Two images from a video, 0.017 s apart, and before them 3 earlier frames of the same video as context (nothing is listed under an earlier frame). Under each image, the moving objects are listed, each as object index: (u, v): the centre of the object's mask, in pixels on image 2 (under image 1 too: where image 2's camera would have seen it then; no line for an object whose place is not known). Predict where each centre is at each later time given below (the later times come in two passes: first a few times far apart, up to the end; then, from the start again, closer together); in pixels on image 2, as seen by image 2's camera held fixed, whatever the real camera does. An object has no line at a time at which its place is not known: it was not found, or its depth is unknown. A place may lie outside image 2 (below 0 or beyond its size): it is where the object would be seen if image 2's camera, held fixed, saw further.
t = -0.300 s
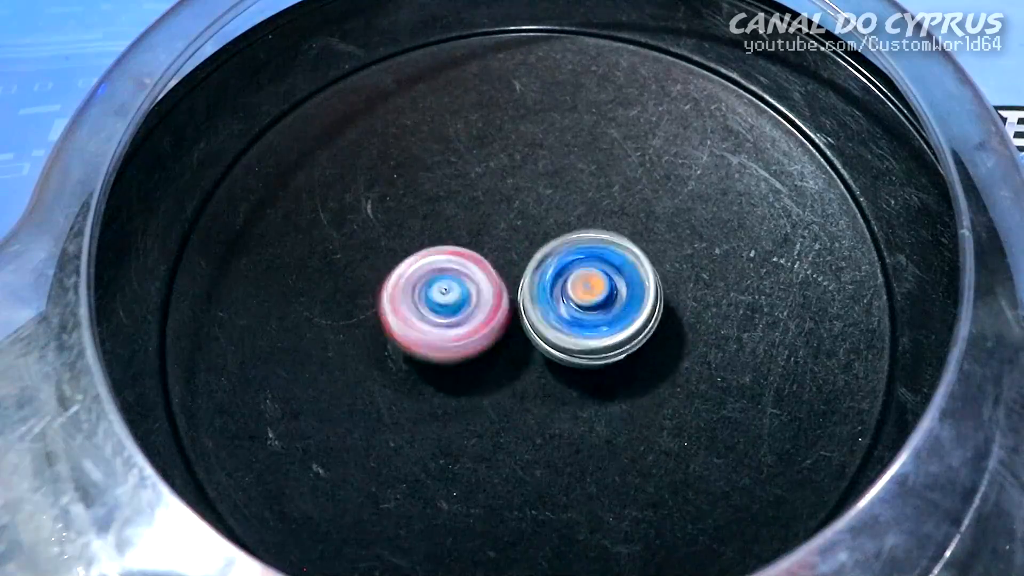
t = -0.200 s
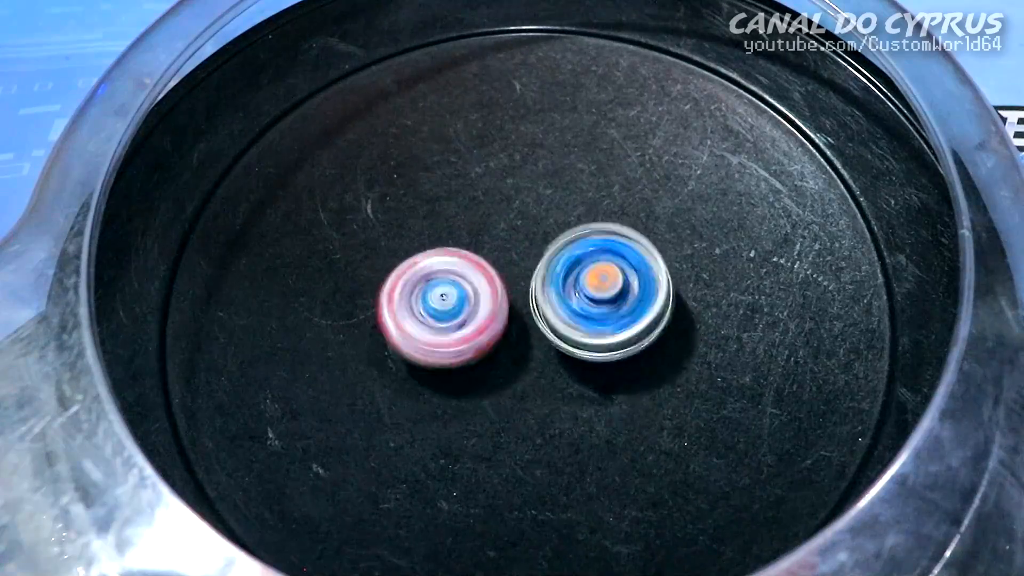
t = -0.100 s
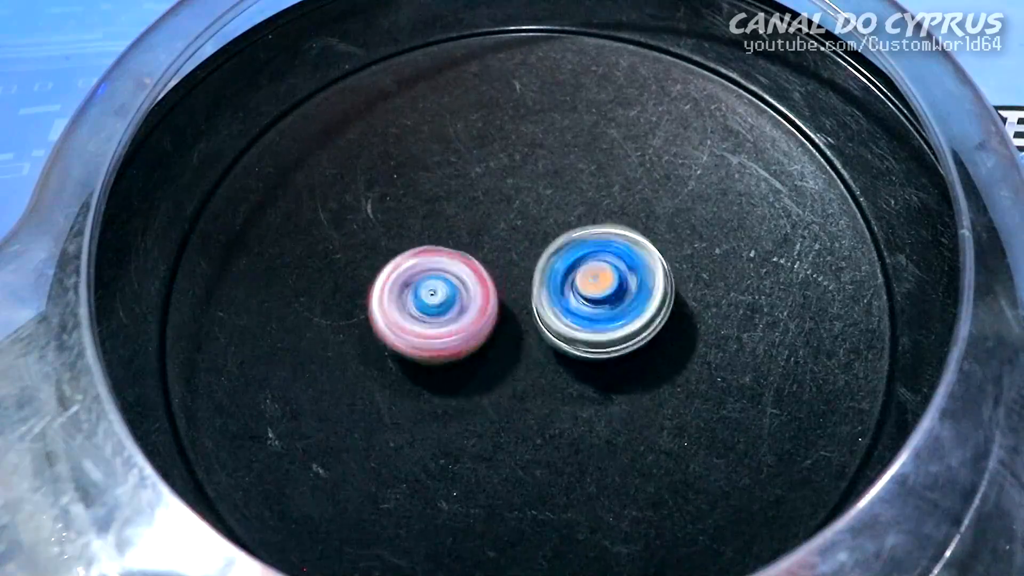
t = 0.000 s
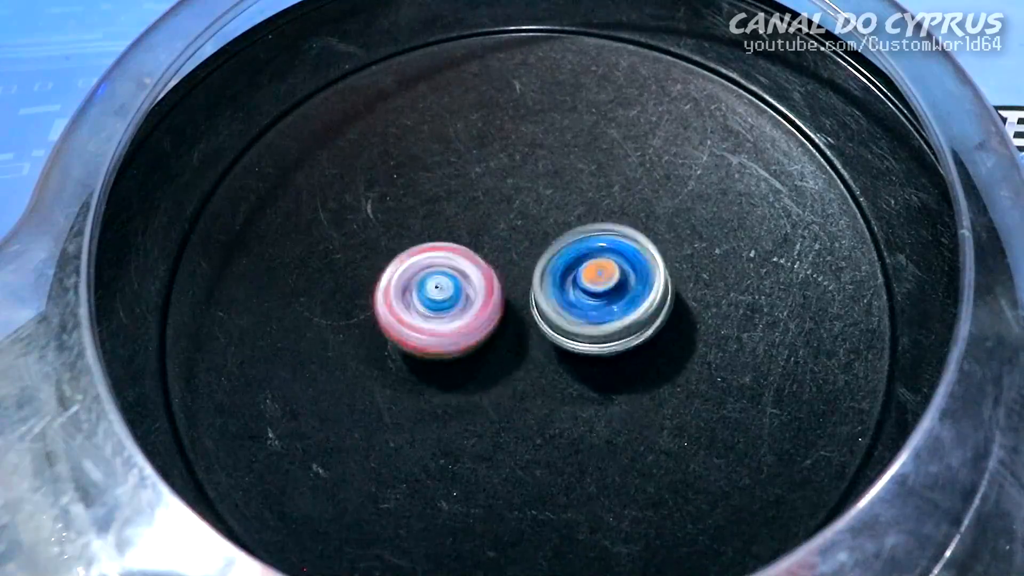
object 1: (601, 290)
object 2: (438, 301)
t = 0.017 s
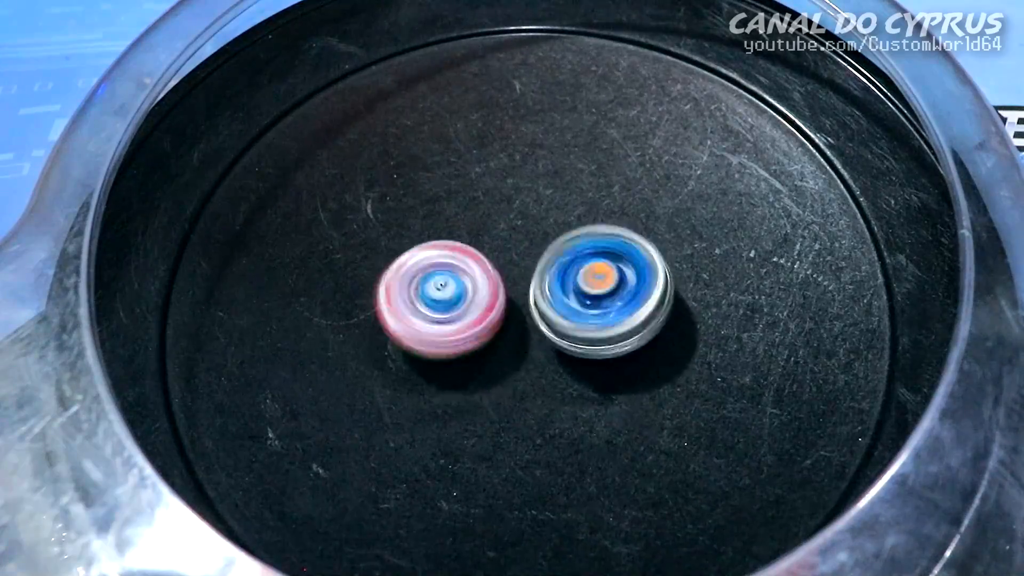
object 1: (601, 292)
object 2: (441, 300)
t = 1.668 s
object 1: (630, 235)
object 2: (439, 336)
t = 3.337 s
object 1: (580, 206)
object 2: (492, 381)
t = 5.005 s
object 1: (525, 266)
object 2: (563, 386)
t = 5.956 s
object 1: (537, 253)
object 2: (516, 376)
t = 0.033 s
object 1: (599, 291)
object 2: (443, 299)
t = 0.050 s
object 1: (599, 289)
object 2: (447, 300)
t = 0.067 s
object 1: (599, 290)
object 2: (451, 300)
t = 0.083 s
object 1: (598, 292)
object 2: (454, 300)
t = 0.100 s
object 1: (596, 291)
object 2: (457, 300)
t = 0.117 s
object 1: (598, 289)
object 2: (456, 303)
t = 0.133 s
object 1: (612, 287)
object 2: (438, 303)
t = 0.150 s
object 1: (623, 287)
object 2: (419, 305)
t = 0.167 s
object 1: (633, 287)
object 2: (406, 307)
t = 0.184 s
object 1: (641, 286)
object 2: (397, 306)
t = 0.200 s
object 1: (645, 286)
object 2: (389, 305)
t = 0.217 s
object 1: (648, 289)
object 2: (383, 304)
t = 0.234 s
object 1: (647, 289)
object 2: (376, 302)
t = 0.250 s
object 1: (646, 288)
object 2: (369, 300)
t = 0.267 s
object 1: (645, 288)
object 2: (364, 299)
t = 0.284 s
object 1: (644, 289)
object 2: (359, 296)
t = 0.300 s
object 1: (642, 287)
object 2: (355, 293)
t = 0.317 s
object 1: (641, 284)
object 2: (351, 289)
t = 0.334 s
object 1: (641, 284)
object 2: (351, 286)
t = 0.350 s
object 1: (640, 285)
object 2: (351, 283)
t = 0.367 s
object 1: (639, 284)
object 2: (352, 280)
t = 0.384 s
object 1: (638, 282)
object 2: (354, 277)
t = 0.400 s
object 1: (637, 281)
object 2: (358, 275)
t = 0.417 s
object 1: (637, 283)
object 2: (362, 275)
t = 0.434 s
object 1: (635, 282)
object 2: (367, 272)
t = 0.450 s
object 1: (634, 280)
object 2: (373, 271)
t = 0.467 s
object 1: (633, 279)
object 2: (378, 272)
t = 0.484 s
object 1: (633, 280)
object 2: (386, 272)
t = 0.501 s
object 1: (631, 280)
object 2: (395, 272)
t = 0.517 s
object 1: (630, 277)
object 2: (402, 274)
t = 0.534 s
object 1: (629, 277)
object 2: (407, 275)
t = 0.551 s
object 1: (629, 278)
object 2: (416, 278)
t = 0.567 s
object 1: (627, 278)
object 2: (425, 281)
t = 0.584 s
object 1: (625, 275)
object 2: (432, 283)
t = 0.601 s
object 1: (625, 274)
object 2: (441, 285)
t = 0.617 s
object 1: (625, 275)
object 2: (448, 288)
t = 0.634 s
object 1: (622, 275)
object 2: (454, 292)
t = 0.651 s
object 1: (621, 272)
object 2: (464, 294)
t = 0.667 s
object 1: (621, 272)
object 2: (473, 297)
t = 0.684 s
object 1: (620, 272)
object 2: (478, 300)
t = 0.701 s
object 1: (618, 272)
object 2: (484, 302)
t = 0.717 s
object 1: (618, 270)
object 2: (490, 306)
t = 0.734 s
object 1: (622, 268)
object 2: (494, 310)
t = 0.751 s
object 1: (624, 266)
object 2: (498, 314)
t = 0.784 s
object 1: (630, 266)
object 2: (502, 327)
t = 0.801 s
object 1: (637, 264)
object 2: (500, 333)
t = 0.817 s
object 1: (640, 264)
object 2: (501, 339)
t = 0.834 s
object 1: (641, 265)
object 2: (501, 345)
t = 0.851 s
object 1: (640, 266)
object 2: (501, 350)
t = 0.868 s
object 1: (640, 266)
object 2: (501, 357)
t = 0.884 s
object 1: (639, 265)
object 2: (501, 363)
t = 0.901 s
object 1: (638, 265)
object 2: (499, 367)
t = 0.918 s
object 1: (637, 264)
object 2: (499, 373)
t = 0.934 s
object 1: (637, 262)
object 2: (497, 378)
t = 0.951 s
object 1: (636, 261)
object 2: (496, 383)
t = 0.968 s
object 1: (636, 261)
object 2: (495, 387)
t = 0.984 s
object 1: (635, 261)
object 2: (491, 392)
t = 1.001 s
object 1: (635, 260)
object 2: (488, 395)
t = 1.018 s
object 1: (634, 258)
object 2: (485, 398)
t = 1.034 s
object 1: (634, 258)
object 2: (482, 399)
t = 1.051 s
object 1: (634, 260)
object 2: (480, 399)
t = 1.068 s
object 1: (632, 258)
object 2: (477, 400)
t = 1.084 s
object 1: (631, 256)
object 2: (476, 400)
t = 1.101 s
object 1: (631, 256)
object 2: (474, 399)
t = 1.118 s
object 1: (632, 257)
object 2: (473, 397)
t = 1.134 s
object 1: (630, 258)
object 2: (471, 395)
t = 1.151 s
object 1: (628, 256)
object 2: (470, 393)
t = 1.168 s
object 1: (628, 255)
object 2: (471, 390)
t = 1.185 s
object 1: (628, 256)
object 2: (472, 386)
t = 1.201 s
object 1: (627, 257)
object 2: (472, 382)
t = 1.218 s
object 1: (625, 256)
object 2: (474, 378)
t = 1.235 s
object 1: (625, 255)
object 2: (478, 373)
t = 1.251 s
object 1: (625, 255)
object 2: (481, 369)
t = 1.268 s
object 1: (625, 255)
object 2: (486, 365)
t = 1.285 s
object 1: (623, 255)
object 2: (489, 361)
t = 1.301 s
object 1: (622, 253)
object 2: (494, 357)
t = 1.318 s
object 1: (622, 254)
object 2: (499, 354)
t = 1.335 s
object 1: (622, 254)
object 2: (504, 351)
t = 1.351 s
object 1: (620, 254)
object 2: (510, 346)
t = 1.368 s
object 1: (619, 253)
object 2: (516, 343)
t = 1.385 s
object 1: (619, 252)
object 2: (520, 340)
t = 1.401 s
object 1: (620, 253)
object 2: (524, 339)
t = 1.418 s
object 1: (626, 247)
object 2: (517, 345)
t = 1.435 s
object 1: (632, 243)
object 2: (507, 351)
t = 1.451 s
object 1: (638, 239)
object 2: (500, 355)
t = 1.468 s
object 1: (641, 237)
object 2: (493, 357)
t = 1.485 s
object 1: (644, 237)
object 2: (487, 359)
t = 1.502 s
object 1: (643, 238)
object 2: (482, 360)
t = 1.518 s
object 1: (642, 237)
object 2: (475, 360)
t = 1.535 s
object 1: (643, 237)
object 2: (469, 360)
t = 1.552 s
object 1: (641, 237)
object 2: (463, 359)
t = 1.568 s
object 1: (639, 238)
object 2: (458, 358)
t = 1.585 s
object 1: (636, 238)
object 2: (453, 355)
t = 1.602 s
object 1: (635, 236)
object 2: (448, 352)
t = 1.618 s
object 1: (635, 236)
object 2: (443, 348)
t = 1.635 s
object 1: (633, 236)
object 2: (441, 345)
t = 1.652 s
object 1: (631, 236)
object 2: (439, 340)
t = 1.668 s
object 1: (630, 235)
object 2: (439, 336)
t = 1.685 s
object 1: (630, 233)
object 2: (438, 330)
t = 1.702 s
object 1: (629, 233)
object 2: (439, 326)
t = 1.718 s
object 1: (629, 233)
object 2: (441, 322)
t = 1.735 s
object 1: (628, 233)
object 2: (444, 317)
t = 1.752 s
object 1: (627, 232)
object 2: (448, 313)
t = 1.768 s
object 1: (626, 231)
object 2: (452, 308)
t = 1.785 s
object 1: (626, 231)
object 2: (457, 305)
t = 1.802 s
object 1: (625, 231)
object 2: (462, 302)
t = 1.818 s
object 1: (624, 230)
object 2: (468, 299)
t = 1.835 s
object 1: (623, 228)
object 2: (474, 297)
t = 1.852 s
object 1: (622, 228)
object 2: (480, 295)
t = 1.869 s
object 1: (622, 229)
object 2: (486, 293)
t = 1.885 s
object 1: (621, 229)
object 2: (492, 293)
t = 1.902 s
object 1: (620, 227)
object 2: (498, 292)
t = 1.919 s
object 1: (620, 227)
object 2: (503, 292)
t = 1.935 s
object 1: (627, 225)
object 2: (499, 294)
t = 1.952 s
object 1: (632, 226)
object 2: (497, 295)
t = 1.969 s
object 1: (634, 226)
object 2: (495, 295)
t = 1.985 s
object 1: (635, 227)
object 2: (494, 297)
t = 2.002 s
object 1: (634, 229)
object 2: (492, 297)
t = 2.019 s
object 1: (631, 231)
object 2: (490, 298)
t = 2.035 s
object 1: (629, 233)
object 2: (489, 299)
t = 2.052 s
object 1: (624, 232)
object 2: (487, 300)
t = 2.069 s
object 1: (621, 230)
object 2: (486, 301)
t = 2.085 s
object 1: (620, 231)
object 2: (485, 301)
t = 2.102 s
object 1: (619, 231)
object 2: (484, 301)
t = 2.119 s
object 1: (618, 231)
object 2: (483, 303)
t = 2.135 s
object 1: (615, 230)
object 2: (482, 303)
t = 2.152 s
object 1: (615, 227)
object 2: (482, 304)
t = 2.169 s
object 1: (615, 227)
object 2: (481, 304)
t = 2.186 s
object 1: (617, 228)
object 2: (480, 305)
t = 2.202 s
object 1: (616, 228)
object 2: (480, 306)
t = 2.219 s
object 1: (614, 228)
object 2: (480, 306)
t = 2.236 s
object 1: (614, 226)
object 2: (480, 307)
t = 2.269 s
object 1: (614, 227)
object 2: (480, 309)
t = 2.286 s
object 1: (613, 227)
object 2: (481, 310)
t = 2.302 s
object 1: (612, 226)
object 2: (482, 310)
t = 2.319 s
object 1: (613, 225)
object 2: (483, 311)
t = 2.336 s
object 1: (612, 226)
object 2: (483, 311)
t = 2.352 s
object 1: (613, 227)
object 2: (483, 313)
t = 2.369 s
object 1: (611, 227)
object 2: (485, 314)
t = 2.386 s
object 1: (610, 226)
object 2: (486, 314)
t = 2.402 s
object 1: (611, 225)
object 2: (488, 315)
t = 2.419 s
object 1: (610, 225)
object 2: (489, 316)
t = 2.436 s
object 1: (610, 226)
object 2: (490, 318)
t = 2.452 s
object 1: (608, 226)
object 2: (492, 319)
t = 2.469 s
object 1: (607, 225)
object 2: (494, 319)
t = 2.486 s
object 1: (607, 225)
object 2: (495, 320)
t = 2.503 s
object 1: (607, 225)
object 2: (497, 320)
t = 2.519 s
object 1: (606, 227)
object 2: (500, 323)
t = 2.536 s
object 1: (604, 227)
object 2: (502, 324)
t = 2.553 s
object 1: (602, 226)
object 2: (505, 324)
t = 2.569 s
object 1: (603, 226)
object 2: (507, 326)
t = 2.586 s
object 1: (602, 226)
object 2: (508, 327)
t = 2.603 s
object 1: (600, 228)
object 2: (511, 330)
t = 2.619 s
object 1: (598, 228)
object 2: (513, 331)
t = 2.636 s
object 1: (597, 227)
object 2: (514, 331)
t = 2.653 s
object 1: (596, 226)
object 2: (517, 332)
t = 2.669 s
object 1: (595, 227)
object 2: (517, 334)
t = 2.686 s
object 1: (594, 227)
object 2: (520, 336)
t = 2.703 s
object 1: (593, 226)
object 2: (522, 337)
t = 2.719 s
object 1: (591, 225)
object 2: (523, 338)
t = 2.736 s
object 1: (590, 225)
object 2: (524, 340)
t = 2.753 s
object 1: (590, 225)
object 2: (526, 342)
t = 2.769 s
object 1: (589, 225)
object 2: (528, 344)
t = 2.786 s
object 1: (587, 224)
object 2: (529, 344)
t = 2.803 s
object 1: (586, 222)
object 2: (529, 345)
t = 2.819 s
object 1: (585, 221)
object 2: (530, 347)
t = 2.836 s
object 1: (585, 222)
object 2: (529, 349)
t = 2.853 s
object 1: (585, 222)
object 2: (530, 350)
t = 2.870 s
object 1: (582, 221)
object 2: (530, 349)
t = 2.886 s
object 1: (581, 220)
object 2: (530, 349)
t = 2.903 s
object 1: (581, 219)
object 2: (530, 350)
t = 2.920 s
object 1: (581, 220)
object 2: (529, 351)
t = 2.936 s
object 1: (580, 220)
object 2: (529, 351)
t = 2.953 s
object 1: (578, 219)
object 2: (528, 349)
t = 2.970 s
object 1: (578, 218)
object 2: (528, 348)
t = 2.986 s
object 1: (578, 218)
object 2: (526, 348)
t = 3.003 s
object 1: (578, 218)
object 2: (525, 347)
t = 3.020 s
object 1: (578, 219)
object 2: (525, 345)
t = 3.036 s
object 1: (576, 218)
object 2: (525, 343)
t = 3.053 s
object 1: (576, 217)
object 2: (524, 340)
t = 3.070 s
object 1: (577, 218)
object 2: (524, 338)
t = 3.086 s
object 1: (577, 218)
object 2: (525, 336)
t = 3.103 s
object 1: (576, 218)
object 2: (526, 333)
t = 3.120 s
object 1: (575, 217)
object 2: (526, 330)
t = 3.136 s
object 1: (576, 217)
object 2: (528, 326)
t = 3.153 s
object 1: (576, 217)
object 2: (528, 326)
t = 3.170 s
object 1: (577, 216)
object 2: (527, 328)
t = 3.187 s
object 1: (578, 217)
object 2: (528, 329)
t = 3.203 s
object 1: (578, 216)
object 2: (528, 330)
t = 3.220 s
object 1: (578, 217)
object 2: (527, 330)
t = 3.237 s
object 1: (577, 218)
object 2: (526, 330)
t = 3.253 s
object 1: (576, 219)
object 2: (523, 333)
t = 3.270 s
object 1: (576, 216)
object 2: (517, 344)
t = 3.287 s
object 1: (577, 212)
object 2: (509, 356)
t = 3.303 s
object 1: (579, 209)
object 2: (502, 366)
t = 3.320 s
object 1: (580, 206)
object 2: (496, 375)
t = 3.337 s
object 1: (580, 206)
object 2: (492, 381)
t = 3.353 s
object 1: (580, 207)
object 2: (491, 388)
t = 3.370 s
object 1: (579, 209)
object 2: (489, 392)
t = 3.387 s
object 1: (579, 210)
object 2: (488, 394)
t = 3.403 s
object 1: (579, 212)
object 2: (485, 398)
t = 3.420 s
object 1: (578, 213)
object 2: (482, 402)
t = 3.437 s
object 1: (576, 216)
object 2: (479, 409)
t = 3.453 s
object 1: (574, 218)
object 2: (479, 415)
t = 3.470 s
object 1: (572, 220)
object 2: (479, 423)
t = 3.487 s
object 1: (571, 222)
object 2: (479, 428)
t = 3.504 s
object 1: (568, 223)
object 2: (480, 432)
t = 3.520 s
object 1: (566, 223)
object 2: (479, 435)
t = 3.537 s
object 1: (564, 224)
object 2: (479, 439)
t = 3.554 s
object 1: (559, 224)
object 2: (478, 445)
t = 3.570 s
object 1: (556, 225)
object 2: (481, 451)
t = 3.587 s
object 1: (554, 226)
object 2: (481, 456)
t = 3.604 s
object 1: (552, 228)
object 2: (484, 460)
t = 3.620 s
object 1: (549, 228)
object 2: (483, 462)
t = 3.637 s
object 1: (546, 228)
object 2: (484, 466)
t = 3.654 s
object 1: (544, 229)
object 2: (486, 469)
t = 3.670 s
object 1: (543, 230)
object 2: (488, 469)
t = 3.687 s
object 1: (542, 232)
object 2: (488, 469)
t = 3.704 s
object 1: (541, 233)
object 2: (489, 469)
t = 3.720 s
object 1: (539, 236)
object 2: (490, 470)
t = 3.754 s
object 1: (537, 242)
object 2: (494, 464)
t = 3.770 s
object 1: (536, 245)
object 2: (498, 461)
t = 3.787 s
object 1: (534, 250)
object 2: (500, 458)
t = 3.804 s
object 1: (533, 255)
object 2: (505, 453)
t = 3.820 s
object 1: (529, 262)
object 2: (508, 449)
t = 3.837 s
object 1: (527, 266)
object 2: (512, 444)
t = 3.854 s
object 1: (525, 273)
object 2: (514, 442)
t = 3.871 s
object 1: (524, 279)
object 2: (518, 436)
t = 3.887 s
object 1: (522, 286)
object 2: (521, 431)
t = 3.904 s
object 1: (521, 292)
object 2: (524, 425)
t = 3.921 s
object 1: (518, 297)
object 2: (528, 424)
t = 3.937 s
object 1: (515, 294)
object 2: (534, 432)
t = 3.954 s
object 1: (513, 292)
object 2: (538, 436)
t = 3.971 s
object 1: (513, 292)
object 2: (542, 436)
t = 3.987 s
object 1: (512, 290)
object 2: (545, 432)
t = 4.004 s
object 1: (511, 290)
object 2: (548, 427)
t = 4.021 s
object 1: (511, 288)
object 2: (549, 424)
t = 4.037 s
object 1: (509, 288)
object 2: (550, 419)
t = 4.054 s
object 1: (509, 287)
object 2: (551, 417)
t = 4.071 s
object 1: (509, 286)
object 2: (552, 414)
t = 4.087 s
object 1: (510, 286)
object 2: (553, 410)
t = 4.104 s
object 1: (511, 286)
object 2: (555, 405)
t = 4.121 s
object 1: (511, 286)
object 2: (555, 399)
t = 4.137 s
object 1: (511, 284)
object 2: (555, 392)
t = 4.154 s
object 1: (511, 284)
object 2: (554, 387)
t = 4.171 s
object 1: (509, 280)
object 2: (555, 388)
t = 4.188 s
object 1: (508, 275)
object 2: (557, 387)
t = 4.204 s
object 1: (505, 271)
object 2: (558, 385)
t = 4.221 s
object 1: (504, 269)
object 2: (560, 380)
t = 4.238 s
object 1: (503, 268)
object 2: (559, 374)
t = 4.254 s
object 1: (500, 266)
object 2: (559, 368)
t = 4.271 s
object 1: (499, 264)
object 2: (558, 364)
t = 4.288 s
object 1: (495, 260)
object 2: (564, 369)
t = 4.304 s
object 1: (487, 253)
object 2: (571, 376)
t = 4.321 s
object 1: (483, 246)
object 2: (579, 380)
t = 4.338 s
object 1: (478, 241)
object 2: (584, 383)
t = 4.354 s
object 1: (473, 238)
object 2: (586, 385)
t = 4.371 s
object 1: (469, 234)
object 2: (589, 387)
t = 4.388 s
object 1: (465, 232)
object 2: (592, 388)
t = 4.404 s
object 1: (462, 230)
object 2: (595, 389)
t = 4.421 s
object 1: (458, 228)
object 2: (599, 389)
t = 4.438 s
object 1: (456, 227)
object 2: (603, 389)
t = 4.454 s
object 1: (453, 226)
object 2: (607, 389)
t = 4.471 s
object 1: (451, 225)
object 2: (611, 388)
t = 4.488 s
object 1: (449, 224)
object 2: (613, 387)
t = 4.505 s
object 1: (449, 224)
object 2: (613, 386)
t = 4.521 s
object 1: (449, 224)
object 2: (614, 385)
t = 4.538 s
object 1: (449, 226)
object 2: (615, 385)
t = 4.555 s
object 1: (449, 227)
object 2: (615, 385)
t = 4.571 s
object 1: (451, 228)
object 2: (616, 384)
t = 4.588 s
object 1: (454, 230)
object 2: (616, 381)
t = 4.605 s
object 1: (456, 232)
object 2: (615, 378)
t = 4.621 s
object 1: (458, 235)
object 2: (613, 373)
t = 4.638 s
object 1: (460, 238)
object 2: (611, 370)
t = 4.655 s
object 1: (462, 241)
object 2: (608, 366)
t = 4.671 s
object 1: (463, 244)
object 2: (605, 364)
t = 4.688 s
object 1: (464, 247)
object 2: (603, 361)
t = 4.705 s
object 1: (464, 250)
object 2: (600, 361)
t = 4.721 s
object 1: (465, 252)
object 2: (598, 360)
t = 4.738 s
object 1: (466, 255)
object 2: (595, 360)
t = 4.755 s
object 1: (468, 258)
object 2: (593, 361)
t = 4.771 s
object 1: (469, 260)
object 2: (591, 361)
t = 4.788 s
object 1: (471, 262)
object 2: (589, 362)
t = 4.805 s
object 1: (473, 263)
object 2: (587, 361)
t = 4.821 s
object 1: (476, 264)
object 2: (585, 362)
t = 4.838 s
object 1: (479, 266)
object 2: (583, 362)
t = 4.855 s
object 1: (483, 267)
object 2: (581, 363)
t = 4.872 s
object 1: (487, 268)
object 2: (579, 364)
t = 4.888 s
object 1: (491, 268)
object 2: (577, 364)
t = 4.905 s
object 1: (495, 268)
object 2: (575, 365)
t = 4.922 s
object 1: (499, 267)
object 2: (572, 366)
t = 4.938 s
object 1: (504, 267)
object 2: (570, 367)
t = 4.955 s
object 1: (510, 267)
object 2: (570, 371)
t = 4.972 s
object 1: (514, 266)
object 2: (569, 376)
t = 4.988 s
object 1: (519, 266)
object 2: (566, 381)
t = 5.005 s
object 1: (525, 266)
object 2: (563, 386)
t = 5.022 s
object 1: (530, 264)
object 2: (559, 389)
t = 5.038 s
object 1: (534, 262)
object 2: (554, 391)
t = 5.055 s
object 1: (537, 260)
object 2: (550, 395)
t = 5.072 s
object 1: (540, 258)
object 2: (547, 398)
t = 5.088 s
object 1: (542, 256)
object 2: (545, 400)
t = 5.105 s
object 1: (544, 253)
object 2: (544, 402)
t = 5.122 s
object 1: (544, 249)
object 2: (541, 402)
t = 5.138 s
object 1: (544, 246)
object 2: (539, 403)
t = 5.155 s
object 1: (543, 244)
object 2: (539, 404)
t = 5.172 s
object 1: (542, 242)
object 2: (539, 405)
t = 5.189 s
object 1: (541, 240)
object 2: (539, 406)
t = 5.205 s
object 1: (541, 238)
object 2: (541, 406)
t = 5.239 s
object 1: (539, 236)
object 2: (540, 403)
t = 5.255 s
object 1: (538, 235)
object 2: (539, 402)
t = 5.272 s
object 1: (538, 234)
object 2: (538, 400)
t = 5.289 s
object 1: (537, 234)
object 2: (537, 397)
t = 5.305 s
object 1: (537, 233)
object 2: (535, 394)
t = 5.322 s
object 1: (537, 233)
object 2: (533, 391)
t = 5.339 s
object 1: (536, 233)
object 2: (529, 390)
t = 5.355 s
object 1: (536, 233)
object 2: (526, 389)
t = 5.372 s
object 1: (536, 233)
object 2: (524, 387)
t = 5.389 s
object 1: (536, 233)
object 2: (522, 386)
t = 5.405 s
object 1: (537, 233)
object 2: (521, 386)
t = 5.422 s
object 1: (537, 233)
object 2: (520, 385)
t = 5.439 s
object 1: (537, 234)
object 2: (519, 384)
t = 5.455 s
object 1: (538, 234)
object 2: (518, 382)
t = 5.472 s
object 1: (538, 235)
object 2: (517, 380)
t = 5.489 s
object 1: (539, 236)
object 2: (517, 378)
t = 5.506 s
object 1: (540, 237)
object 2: (517, 375)
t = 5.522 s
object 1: (540, 238)
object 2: (517, 372)
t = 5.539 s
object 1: (541, 239)
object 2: (517, 369)
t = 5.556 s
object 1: (542, 241)
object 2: (515, 365)
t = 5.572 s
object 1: (542, 242)
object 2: (515, 363)
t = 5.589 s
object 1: (543, 242)
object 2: (516, 364)
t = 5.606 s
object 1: (543, 243)
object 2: (517, 365)
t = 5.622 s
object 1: (543, 243)
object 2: (518, 366)
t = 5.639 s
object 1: (543, 243)
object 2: (518, 366)
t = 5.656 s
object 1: (543, 244)
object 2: (518, 367)
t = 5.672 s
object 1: (543, 244)
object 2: (517, 367)
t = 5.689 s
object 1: (543, 244)
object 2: (517, 367)
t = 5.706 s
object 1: (543, 244)
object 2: (517, 367)
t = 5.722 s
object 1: (543, 245)
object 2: (517, 368)
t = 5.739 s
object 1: (543, 245)
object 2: (517, 368)
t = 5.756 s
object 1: (543, 246)
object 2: (517, 369)
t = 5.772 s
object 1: (543, 247)
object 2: (516, 370)
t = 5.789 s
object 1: (542, 248)
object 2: (516, 371)
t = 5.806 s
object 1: (542, 249)
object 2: (516, 372)
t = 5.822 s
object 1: (541, 250)
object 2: (516, 373)
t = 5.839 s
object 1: (540, 251)
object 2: (516, 374)
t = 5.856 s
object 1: (539, 252)
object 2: (516, 375)
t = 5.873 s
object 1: (538, 252)
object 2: (516, 375)
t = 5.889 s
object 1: (537, 253)
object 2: (516, 375)
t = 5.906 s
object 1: (537, 253)
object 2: (516, 376)
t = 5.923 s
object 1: (537, 253)
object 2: (516, 376)
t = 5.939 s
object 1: (537, 253)
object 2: (516, 376)
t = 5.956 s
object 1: (537, 253)
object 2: (516, 376)
